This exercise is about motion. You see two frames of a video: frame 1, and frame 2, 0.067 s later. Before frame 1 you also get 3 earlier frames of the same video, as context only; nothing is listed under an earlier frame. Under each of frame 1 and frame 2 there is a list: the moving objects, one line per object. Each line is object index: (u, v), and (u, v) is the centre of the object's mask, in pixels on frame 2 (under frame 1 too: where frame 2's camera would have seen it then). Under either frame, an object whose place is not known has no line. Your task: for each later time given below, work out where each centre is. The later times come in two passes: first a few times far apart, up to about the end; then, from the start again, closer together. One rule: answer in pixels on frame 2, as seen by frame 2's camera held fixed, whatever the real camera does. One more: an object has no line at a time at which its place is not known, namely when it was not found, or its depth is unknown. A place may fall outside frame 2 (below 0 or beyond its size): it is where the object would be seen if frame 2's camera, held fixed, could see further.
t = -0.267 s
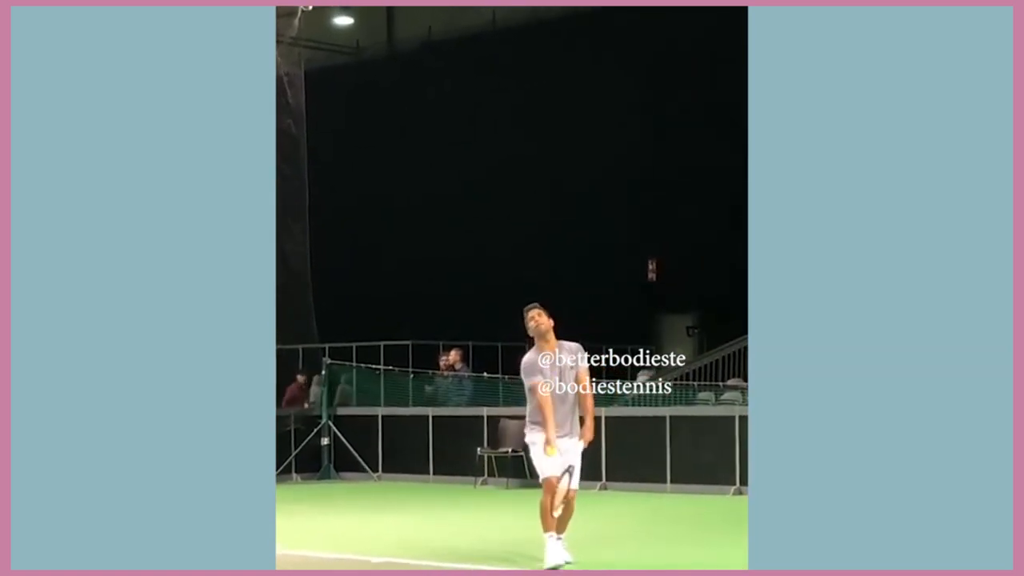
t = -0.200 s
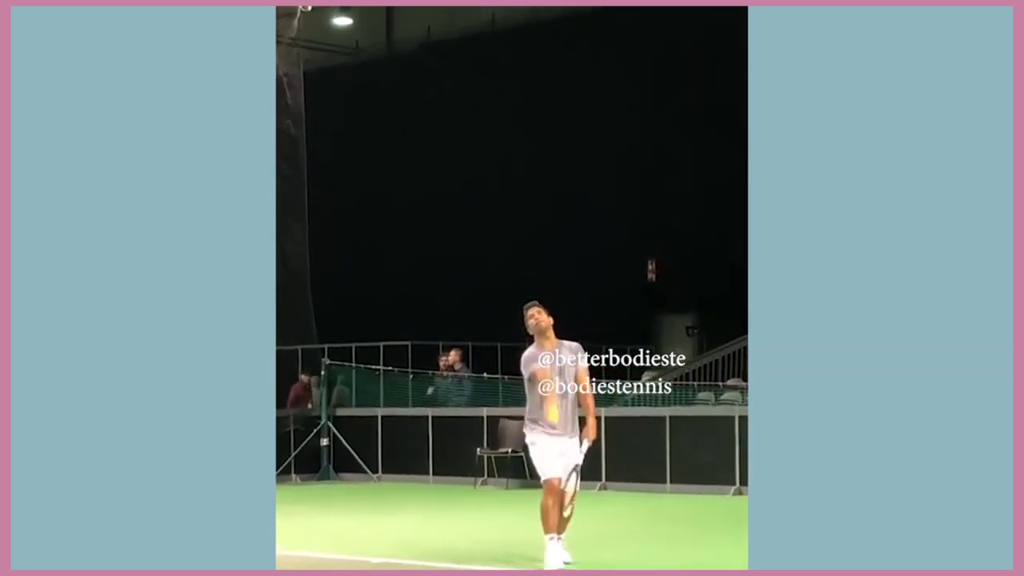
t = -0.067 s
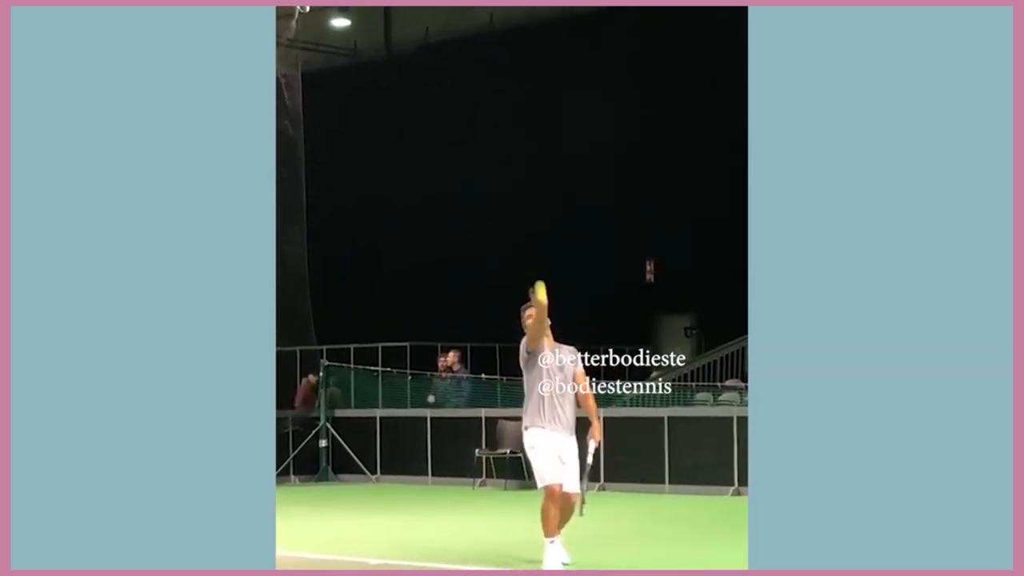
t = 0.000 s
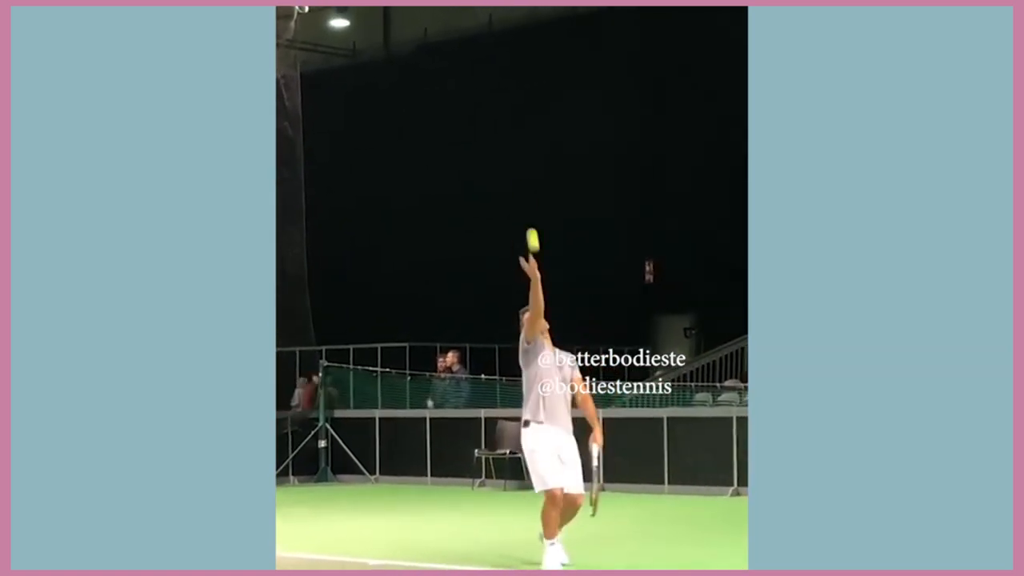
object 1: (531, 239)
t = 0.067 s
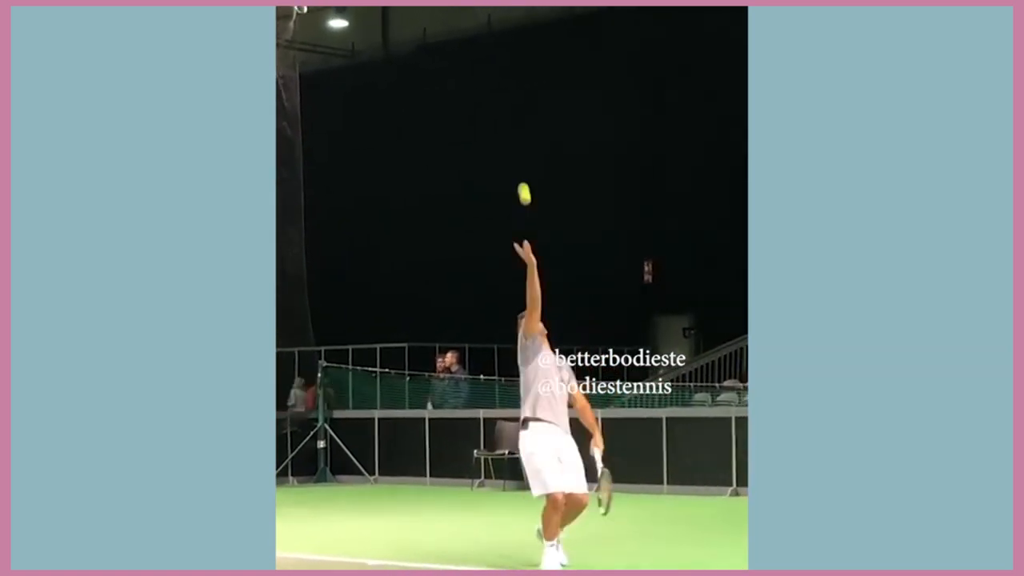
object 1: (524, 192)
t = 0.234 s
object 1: (505, 106)
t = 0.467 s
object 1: (482, 63)
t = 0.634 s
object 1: (466, 83)
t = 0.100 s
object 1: (520, 171)
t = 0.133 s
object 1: (516, 152)
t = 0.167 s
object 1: (513, 135)
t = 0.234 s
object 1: (505, 106)
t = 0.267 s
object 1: (501, 92)
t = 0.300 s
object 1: (498, 84)
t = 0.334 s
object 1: (495, 76)
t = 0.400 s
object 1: (488, 66)
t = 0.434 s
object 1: (485, 63)
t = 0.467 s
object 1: (482, 63)
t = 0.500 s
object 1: (478, 63)
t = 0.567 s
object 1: (472, 70)
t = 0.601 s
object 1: (469, 76)
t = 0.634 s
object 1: (466, 83)
